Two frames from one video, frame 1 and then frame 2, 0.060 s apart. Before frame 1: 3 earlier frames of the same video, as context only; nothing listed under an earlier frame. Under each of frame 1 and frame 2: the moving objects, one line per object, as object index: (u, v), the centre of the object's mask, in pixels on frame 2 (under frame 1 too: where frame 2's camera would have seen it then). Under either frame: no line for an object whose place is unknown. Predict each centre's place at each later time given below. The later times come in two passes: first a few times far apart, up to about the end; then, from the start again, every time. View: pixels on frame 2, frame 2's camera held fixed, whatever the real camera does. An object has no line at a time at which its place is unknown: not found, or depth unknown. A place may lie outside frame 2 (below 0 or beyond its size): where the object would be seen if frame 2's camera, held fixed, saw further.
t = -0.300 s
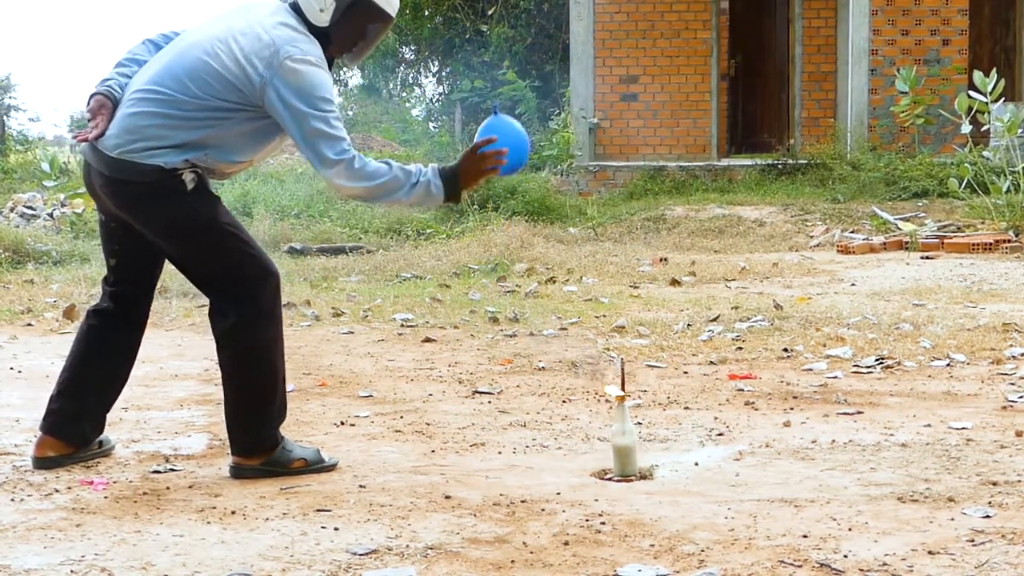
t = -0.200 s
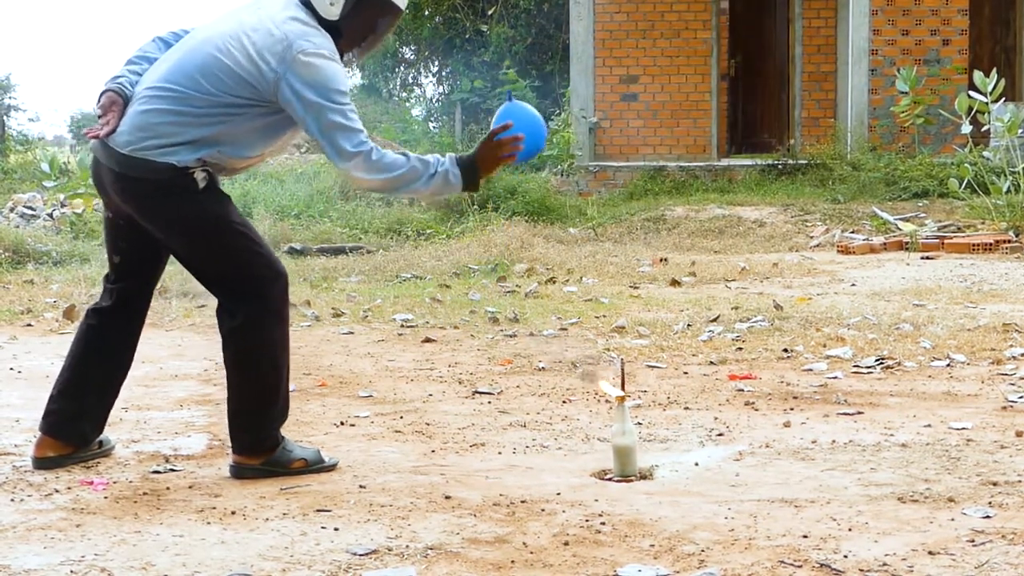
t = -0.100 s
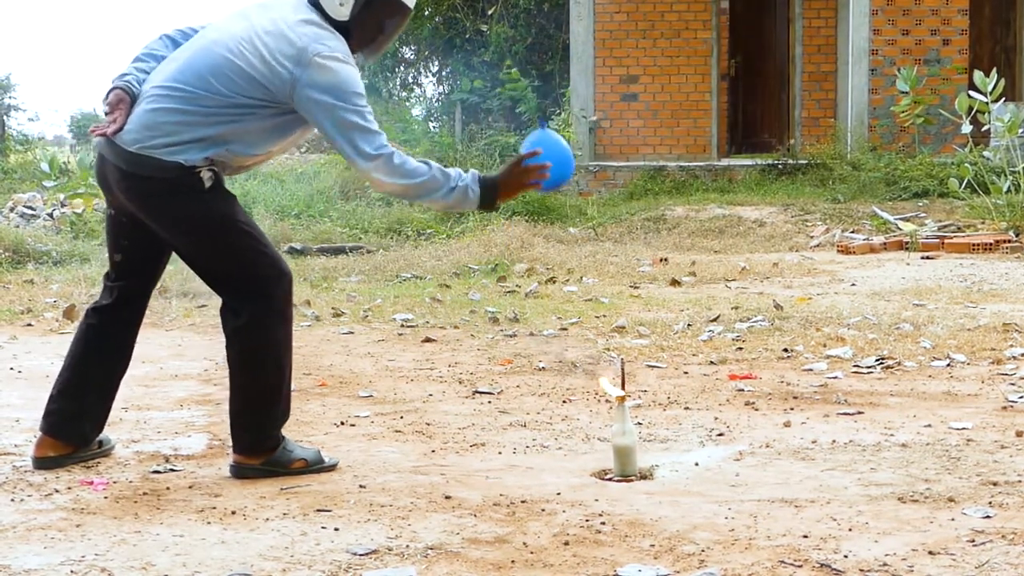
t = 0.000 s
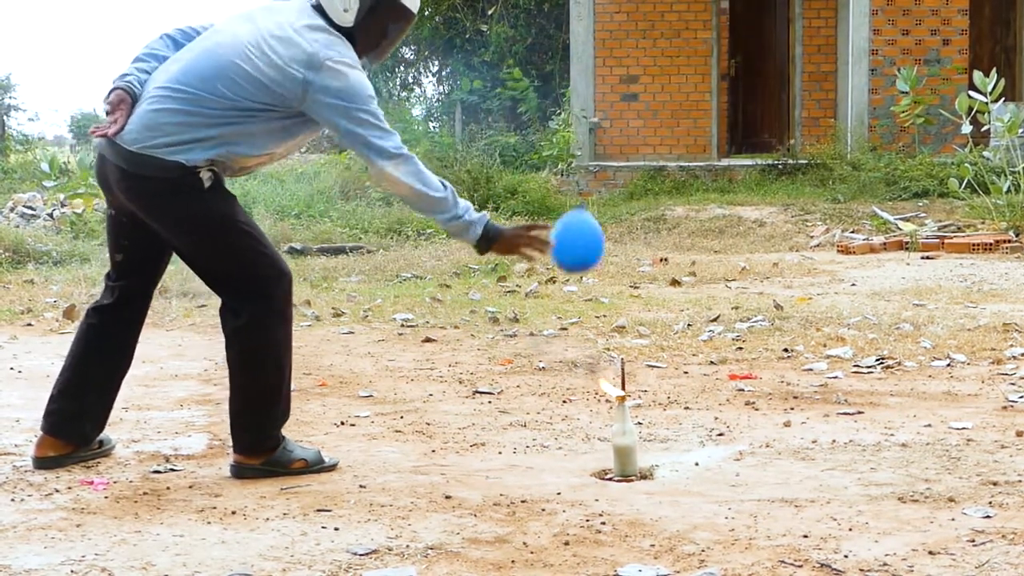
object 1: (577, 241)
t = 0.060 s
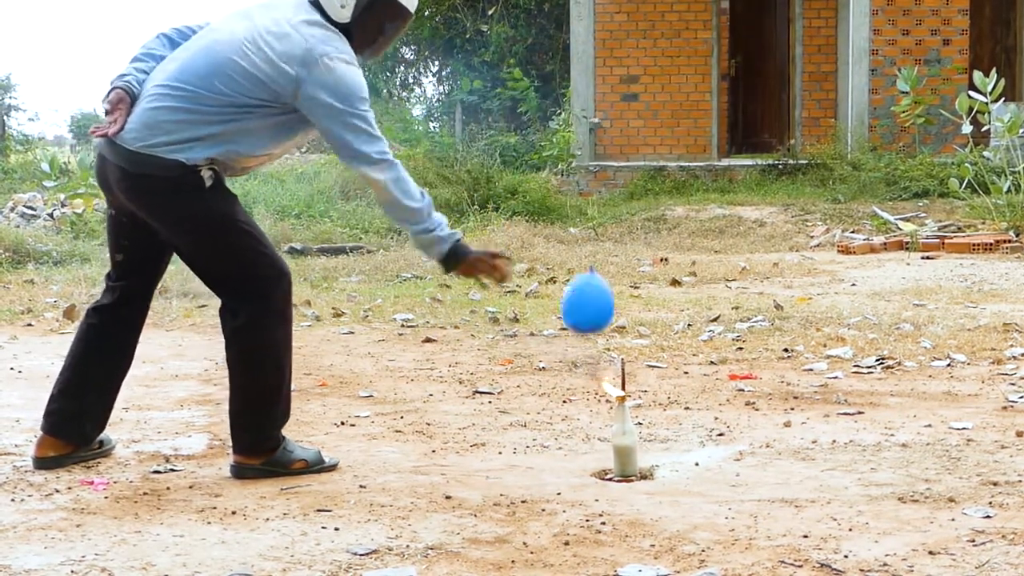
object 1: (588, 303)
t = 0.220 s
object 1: (584, 442)
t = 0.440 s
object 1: (547, 437)
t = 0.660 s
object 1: (504, 442)
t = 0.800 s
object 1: (514, 437)
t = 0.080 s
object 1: (589, 326)
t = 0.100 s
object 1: (591, 351)
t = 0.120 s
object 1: (592, 374)
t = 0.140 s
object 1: (587, 399)
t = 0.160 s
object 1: (577, 426)
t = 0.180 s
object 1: (571, 449)
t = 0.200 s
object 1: (577, 441)
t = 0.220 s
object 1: (584, 442)
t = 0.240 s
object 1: (586, 443)
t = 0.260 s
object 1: (583, 438)
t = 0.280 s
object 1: (580, 434)
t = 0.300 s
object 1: (577, 430)
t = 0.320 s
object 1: (573, 429)
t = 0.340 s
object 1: (569, 429)
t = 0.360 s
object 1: (565, 430)
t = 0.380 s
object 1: (562, 433)
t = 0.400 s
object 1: (557, 436)
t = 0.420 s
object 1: (553, 439)
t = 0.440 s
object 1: (547, 437)
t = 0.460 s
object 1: (541, 436)
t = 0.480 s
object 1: (534, 438)
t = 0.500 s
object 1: (528, 437)
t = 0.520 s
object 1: (522, 437)
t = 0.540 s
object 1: (517, 439)
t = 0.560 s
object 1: (513, 440)
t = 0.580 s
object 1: (510, 441)
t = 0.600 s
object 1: (506, 441)
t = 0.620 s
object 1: (505, 442)
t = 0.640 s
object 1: (504, 442)
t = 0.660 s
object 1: (504, 442)
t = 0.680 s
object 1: (504, 441)
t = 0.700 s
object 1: (505, 441)
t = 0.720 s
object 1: (507, 440)
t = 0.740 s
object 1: (509, 439)
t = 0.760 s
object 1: (511, 438)
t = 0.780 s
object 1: (513, 437)
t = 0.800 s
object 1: (514, 437)
